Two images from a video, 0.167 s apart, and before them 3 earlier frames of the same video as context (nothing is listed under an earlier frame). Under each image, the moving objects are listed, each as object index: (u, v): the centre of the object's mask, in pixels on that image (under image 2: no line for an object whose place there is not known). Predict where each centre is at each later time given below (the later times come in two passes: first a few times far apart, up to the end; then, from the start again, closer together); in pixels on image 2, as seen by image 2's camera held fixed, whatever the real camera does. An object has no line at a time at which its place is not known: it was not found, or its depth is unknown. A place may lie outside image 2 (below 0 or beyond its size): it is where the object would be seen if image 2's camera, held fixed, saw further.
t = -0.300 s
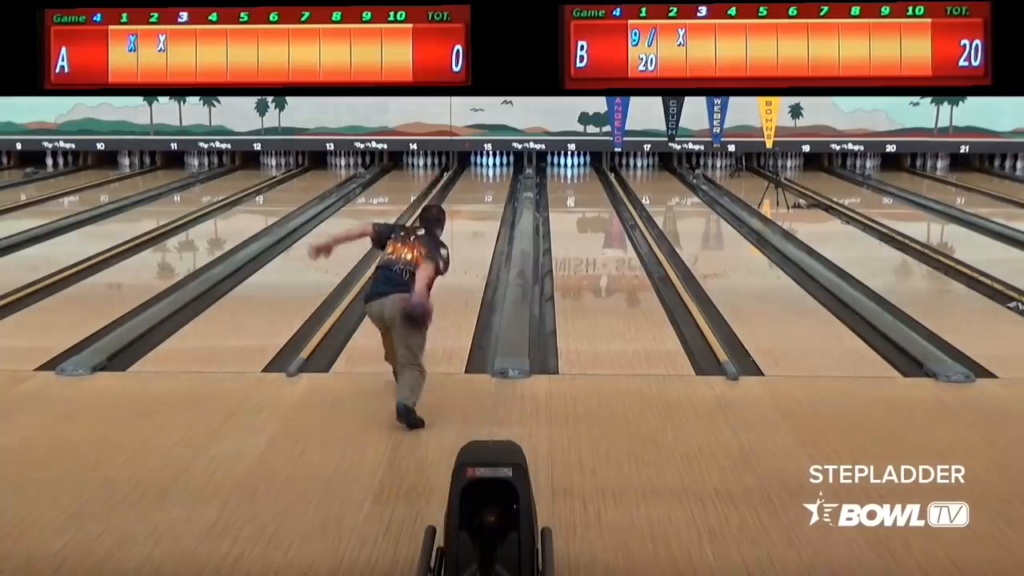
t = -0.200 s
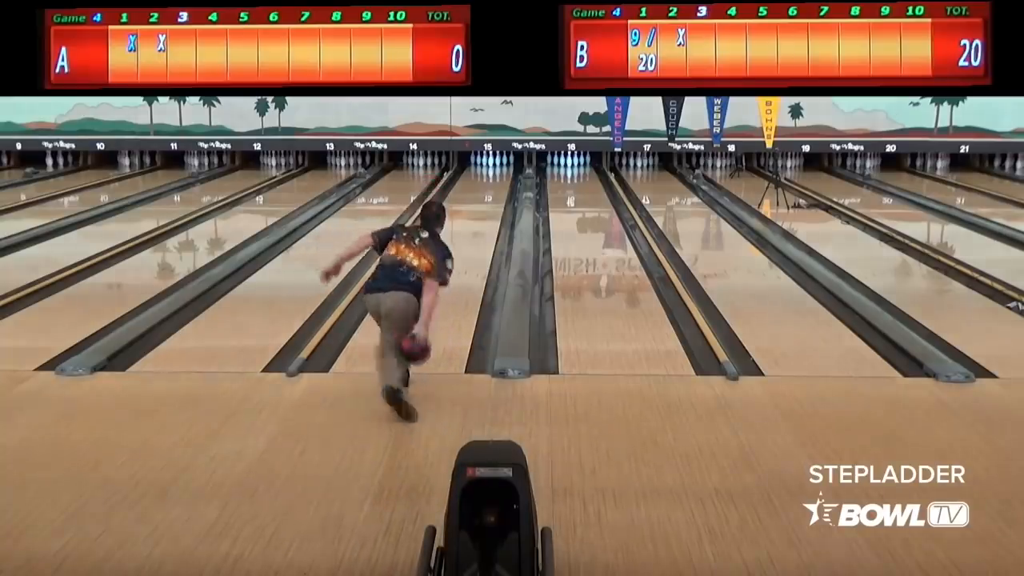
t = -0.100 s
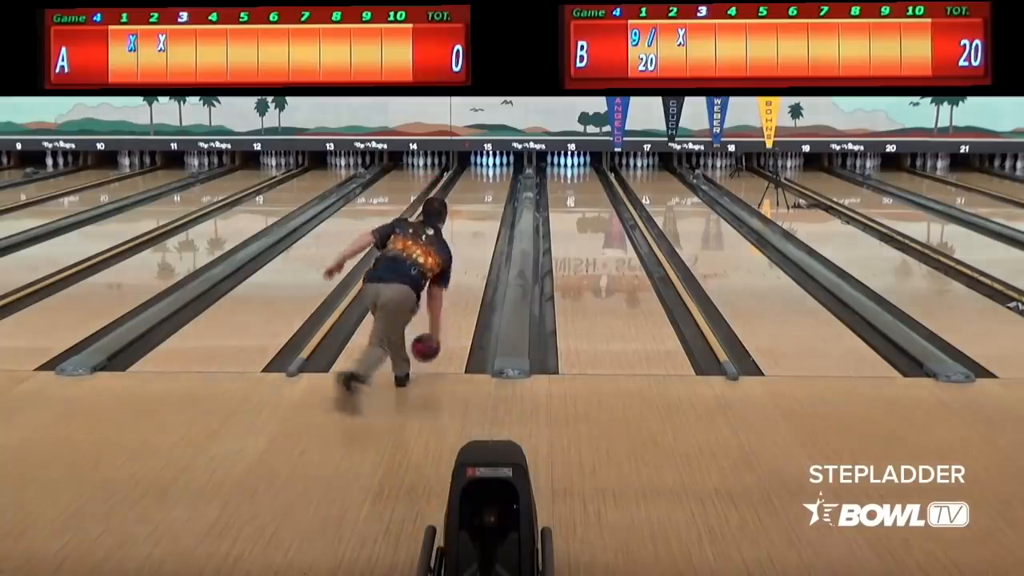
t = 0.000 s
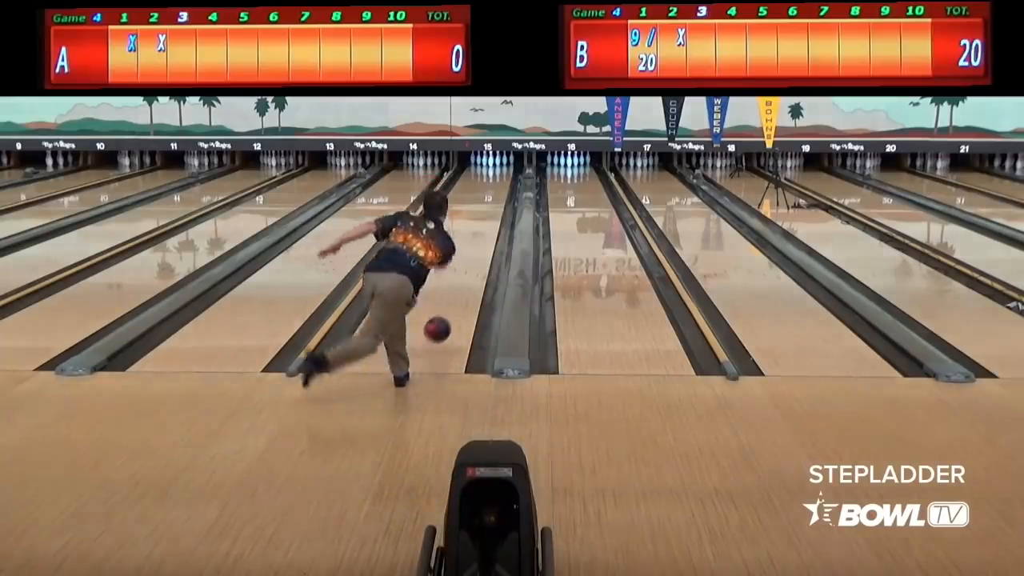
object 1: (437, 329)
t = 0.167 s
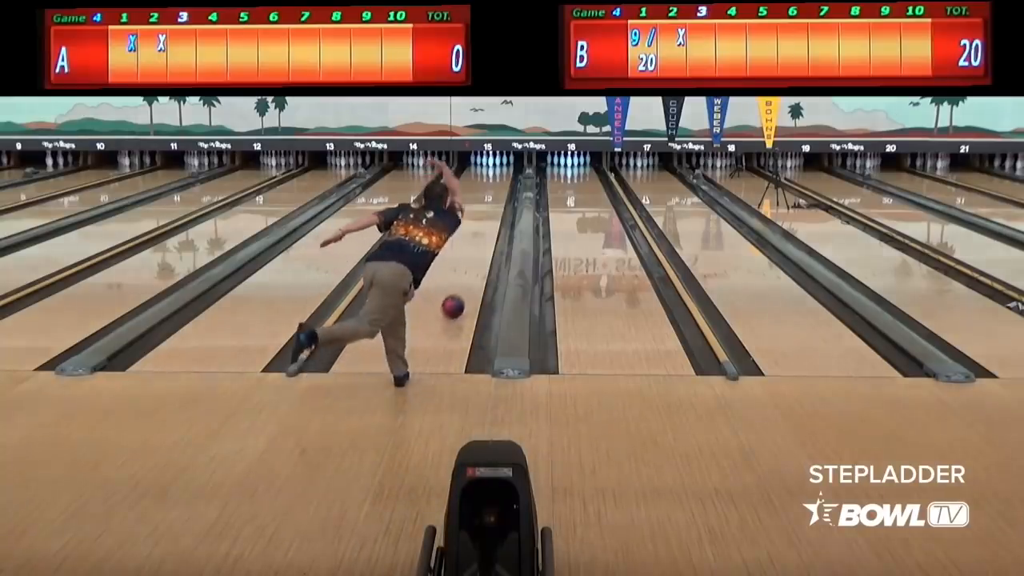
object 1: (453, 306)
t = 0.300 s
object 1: (463, 285)
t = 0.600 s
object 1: (479, 249)
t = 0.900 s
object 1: (490, 224)
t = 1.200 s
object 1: (498, 204)
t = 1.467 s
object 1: (502, 191)
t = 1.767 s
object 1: (504, 179)
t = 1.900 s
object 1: (503, 174)
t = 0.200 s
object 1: (455, 301)
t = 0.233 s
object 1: (458, 295)
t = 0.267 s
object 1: (460, 290)
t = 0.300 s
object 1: (463, 285)
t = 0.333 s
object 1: (465, 281)
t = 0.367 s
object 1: (467, 276)
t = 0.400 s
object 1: (469, 272)
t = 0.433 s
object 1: (471, 267)
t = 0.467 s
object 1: (473, 264)
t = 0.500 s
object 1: (474, 260)
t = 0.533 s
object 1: (476, 256)
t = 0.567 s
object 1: (477, 253)
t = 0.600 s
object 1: (479, 249)
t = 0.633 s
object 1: (481, 246)
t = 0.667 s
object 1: (482, 243)
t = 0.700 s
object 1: (483, 240)
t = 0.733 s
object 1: (484, 237)
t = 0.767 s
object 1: (486, 234)
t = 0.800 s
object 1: (487, 231)
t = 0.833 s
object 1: (488, 229)
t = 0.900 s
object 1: (490, 224)
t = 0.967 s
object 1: (492, 218)
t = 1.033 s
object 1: (494, 214)
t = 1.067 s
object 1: (495, 212)
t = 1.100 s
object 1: (495, 210)
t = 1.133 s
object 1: (496, 208)
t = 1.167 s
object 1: (497, 206)
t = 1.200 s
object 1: (498, 204)
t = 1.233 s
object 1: (498, 202)
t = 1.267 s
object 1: (499, 200)
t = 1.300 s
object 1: (499, 199)
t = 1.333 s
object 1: (500, 197)
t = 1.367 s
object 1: (500, 196)
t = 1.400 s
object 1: (501, 194)
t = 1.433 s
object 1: (502, 193)
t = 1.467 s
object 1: (502, 191)
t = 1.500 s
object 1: (502, 189)
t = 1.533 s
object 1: (503, 188)
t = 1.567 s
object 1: (503, 187)
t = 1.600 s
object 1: (503, 185)
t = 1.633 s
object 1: (503, 184)
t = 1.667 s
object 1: (503, 183)
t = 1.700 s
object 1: (504, 181)
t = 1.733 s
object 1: (503, 180)
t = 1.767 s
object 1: (504, 179)
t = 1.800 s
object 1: (503, 178)
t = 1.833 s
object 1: (503, 177)
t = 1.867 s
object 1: (503, 176)
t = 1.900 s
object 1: (503, 174)
